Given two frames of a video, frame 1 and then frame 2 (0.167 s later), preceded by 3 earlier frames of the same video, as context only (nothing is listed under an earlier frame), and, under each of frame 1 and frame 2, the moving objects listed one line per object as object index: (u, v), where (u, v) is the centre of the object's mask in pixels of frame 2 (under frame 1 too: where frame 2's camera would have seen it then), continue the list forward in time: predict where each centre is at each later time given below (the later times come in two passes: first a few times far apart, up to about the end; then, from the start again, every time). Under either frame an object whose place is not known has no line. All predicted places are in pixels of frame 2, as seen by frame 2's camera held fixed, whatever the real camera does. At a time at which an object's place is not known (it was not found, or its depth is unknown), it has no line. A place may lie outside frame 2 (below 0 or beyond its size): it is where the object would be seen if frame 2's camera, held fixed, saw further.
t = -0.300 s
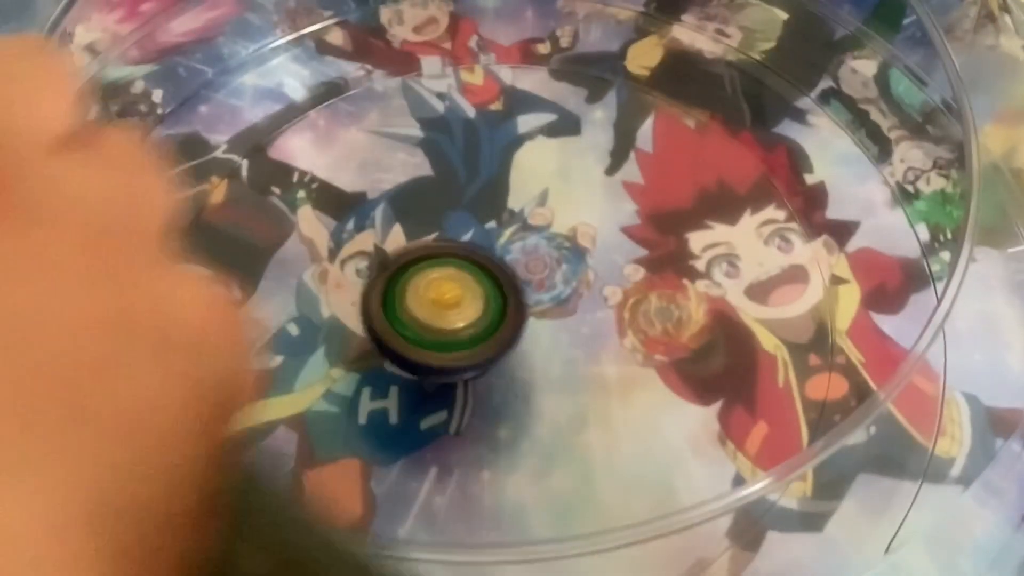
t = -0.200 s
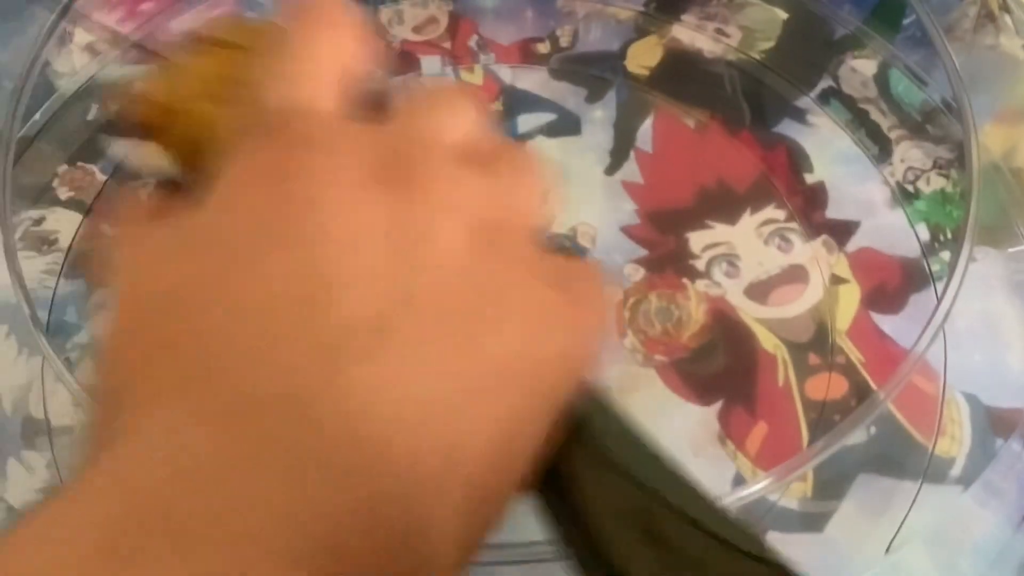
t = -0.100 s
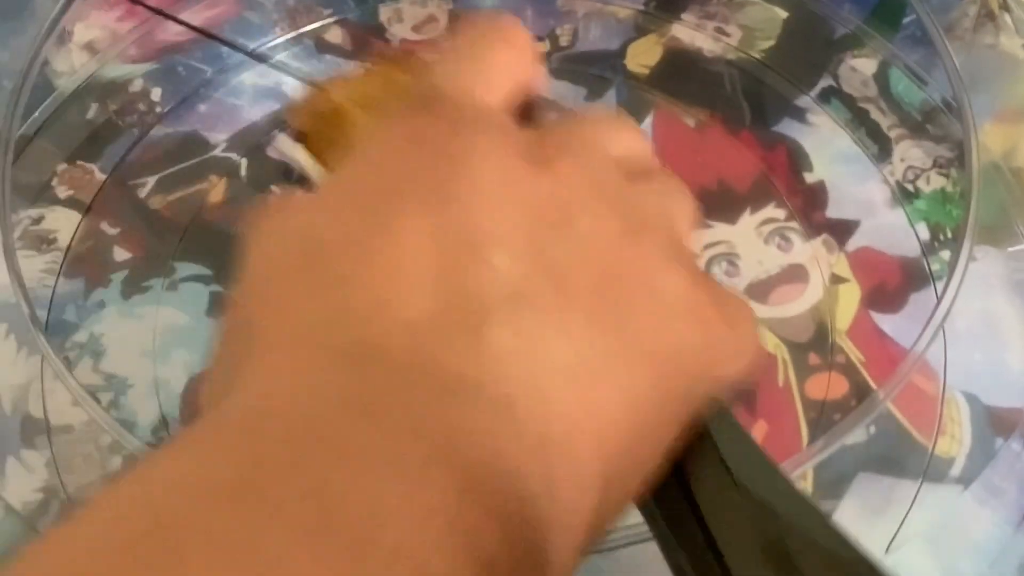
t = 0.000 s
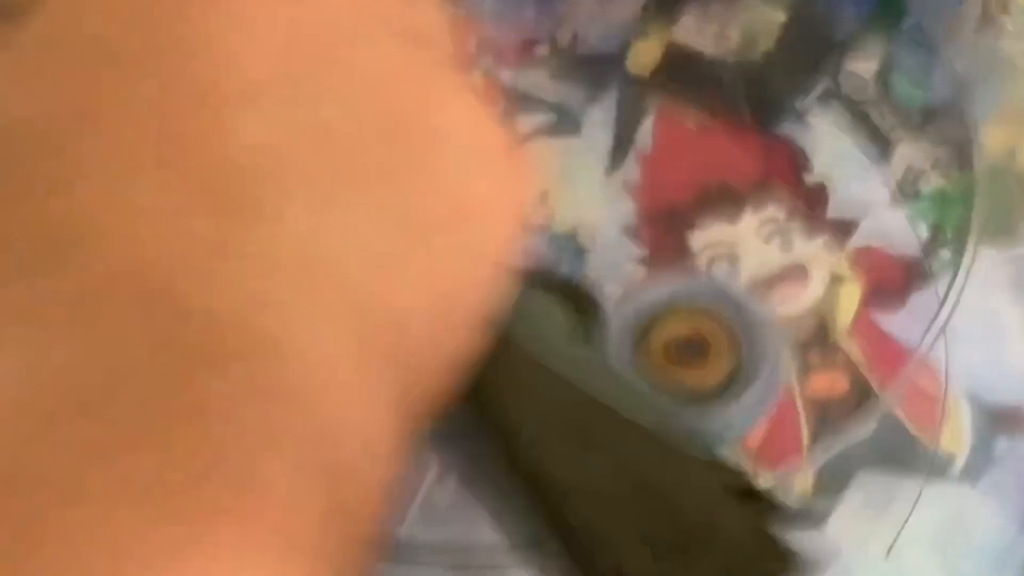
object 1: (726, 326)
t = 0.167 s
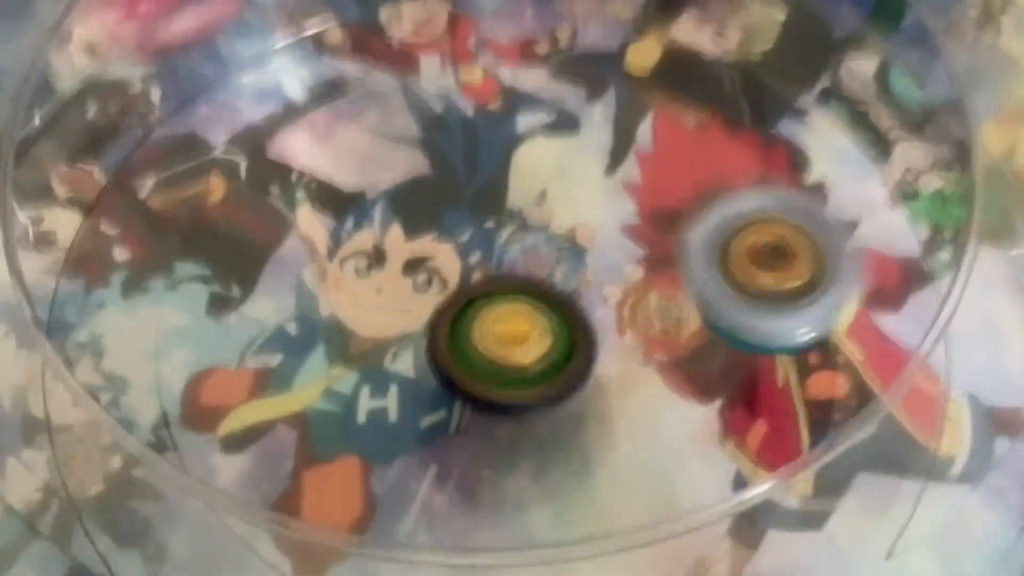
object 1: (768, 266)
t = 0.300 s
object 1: (672, 215)
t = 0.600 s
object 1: (372, 125)
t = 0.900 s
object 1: (238, 224)
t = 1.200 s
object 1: (385, 293)
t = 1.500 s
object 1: (682, 306)
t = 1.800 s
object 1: (445, 340)
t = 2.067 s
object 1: (380, 277)
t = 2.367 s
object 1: (541, 293)
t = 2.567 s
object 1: (519, 362)
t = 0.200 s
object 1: (756, 253)
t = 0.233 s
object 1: (742, 257)
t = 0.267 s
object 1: (712, 231)
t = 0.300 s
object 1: (672, 215)
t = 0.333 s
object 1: (636, 218)
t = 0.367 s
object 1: (593, 211)
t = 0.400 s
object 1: (544, 204)
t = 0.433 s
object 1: (512, 175)
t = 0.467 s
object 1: (482, 153)
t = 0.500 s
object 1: (448, 133)
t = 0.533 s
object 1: (423, 126)
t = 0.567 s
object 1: (399, 119)
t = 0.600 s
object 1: (372, 125)
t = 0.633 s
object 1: (359, 126)
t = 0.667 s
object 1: (351, 100)
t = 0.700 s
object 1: (345, 148)
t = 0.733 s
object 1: (346, 160)
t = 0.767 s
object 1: (352, 203)
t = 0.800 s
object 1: (331, 219)
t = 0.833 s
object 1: (293, 218)
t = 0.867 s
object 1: (260, 220)
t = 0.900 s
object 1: (238, 224)
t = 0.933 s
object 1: (224, 227)
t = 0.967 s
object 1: (218, 233)
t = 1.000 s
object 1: (219, 242)
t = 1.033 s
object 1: (228, 252)
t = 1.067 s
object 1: (244, 260)
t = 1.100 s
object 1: (273, 266)
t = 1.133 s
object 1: (305, 276)
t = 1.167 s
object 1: (341, 285)
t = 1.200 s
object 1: (385, 293)
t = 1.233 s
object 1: (437, 302)
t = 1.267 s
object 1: (483, 304)
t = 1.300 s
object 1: (532, 302)
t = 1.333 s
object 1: (573, 305)
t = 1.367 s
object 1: (610, 306)
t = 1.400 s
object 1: (641, 306)
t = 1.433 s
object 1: (661, 305)
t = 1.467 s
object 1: (679, 306)
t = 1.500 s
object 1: (682, 306)
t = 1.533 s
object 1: (680, 308)
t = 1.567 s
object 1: (664, 310)
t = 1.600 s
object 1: (646, 312)
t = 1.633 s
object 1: (621, 318)
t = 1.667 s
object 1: (585, 325)
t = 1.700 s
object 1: (548, 327)
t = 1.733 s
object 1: (516, 332)
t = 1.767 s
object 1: (478, 339)
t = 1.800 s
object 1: (445, 340)
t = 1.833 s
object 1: (413, 336)
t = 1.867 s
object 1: (385, 329)
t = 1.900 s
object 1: (369, 322)
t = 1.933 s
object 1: (360, 315)
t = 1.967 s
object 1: (352, 303)
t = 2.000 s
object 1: (357, 296)
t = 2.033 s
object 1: (364, 286)
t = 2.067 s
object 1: (380, 277)
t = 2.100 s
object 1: (401, 270)
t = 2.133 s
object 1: (420, 264)
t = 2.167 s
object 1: (444, 259)
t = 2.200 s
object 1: (464, 258)
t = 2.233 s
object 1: (483, 260)
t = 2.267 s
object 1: (502, 263)
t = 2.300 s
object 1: (517, 271)
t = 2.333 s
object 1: (531, 280)
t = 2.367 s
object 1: (541, 293)
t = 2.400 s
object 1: (547, 305)
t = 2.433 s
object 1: (547, 316)
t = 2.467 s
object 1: (544, 333)
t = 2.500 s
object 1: (539, 346)
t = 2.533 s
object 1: (534, 354)
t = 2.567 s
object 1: (519, 362)
